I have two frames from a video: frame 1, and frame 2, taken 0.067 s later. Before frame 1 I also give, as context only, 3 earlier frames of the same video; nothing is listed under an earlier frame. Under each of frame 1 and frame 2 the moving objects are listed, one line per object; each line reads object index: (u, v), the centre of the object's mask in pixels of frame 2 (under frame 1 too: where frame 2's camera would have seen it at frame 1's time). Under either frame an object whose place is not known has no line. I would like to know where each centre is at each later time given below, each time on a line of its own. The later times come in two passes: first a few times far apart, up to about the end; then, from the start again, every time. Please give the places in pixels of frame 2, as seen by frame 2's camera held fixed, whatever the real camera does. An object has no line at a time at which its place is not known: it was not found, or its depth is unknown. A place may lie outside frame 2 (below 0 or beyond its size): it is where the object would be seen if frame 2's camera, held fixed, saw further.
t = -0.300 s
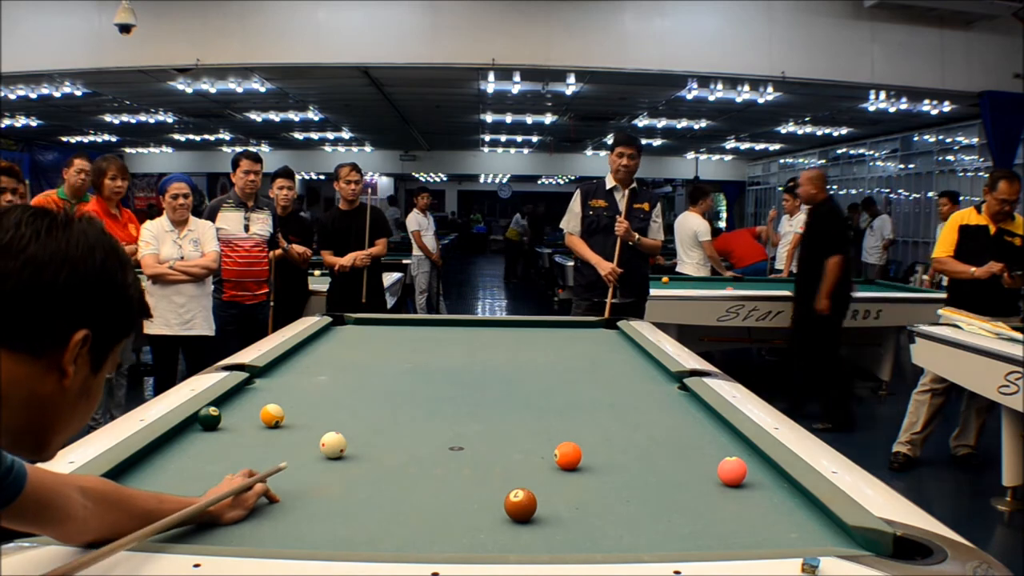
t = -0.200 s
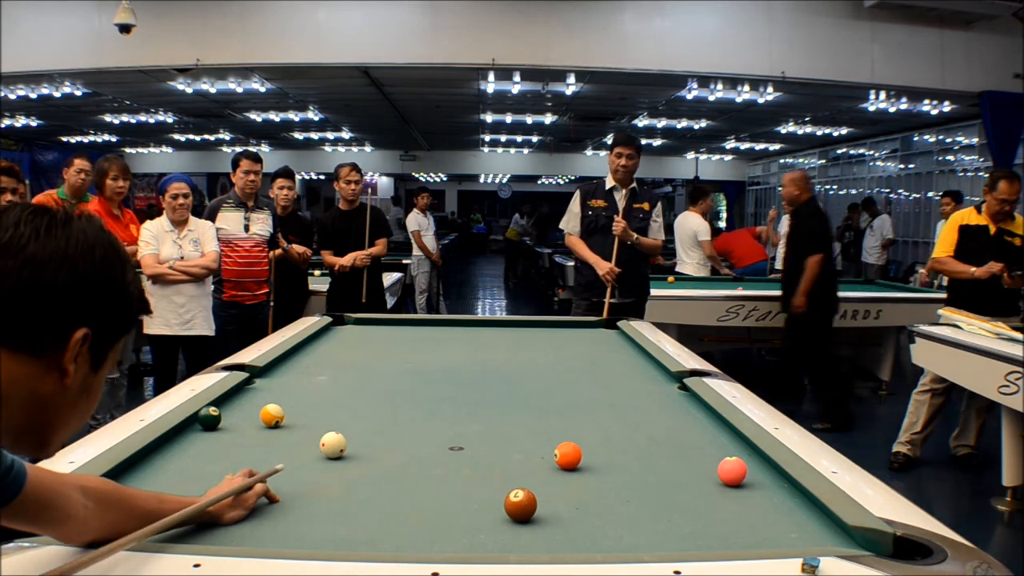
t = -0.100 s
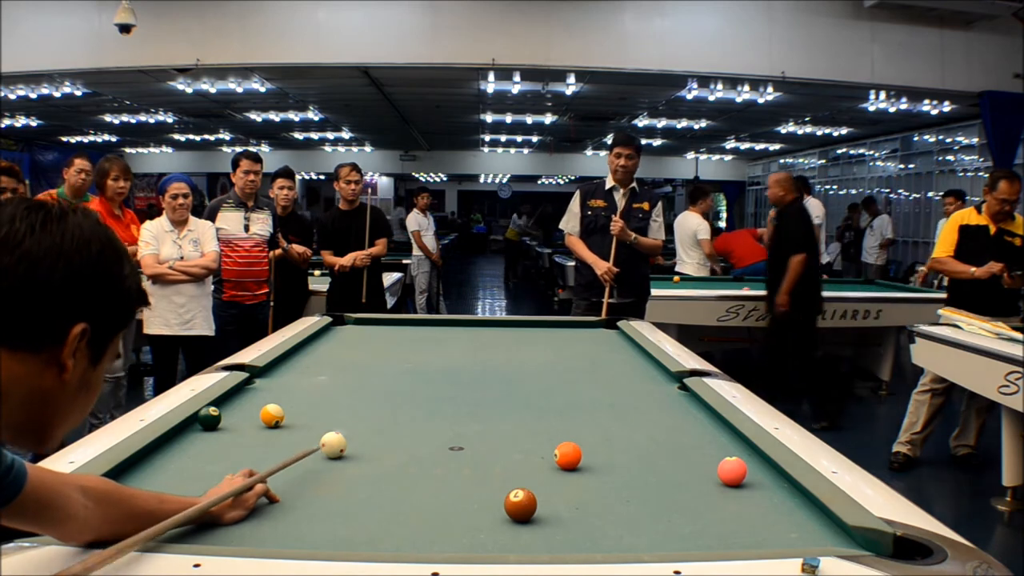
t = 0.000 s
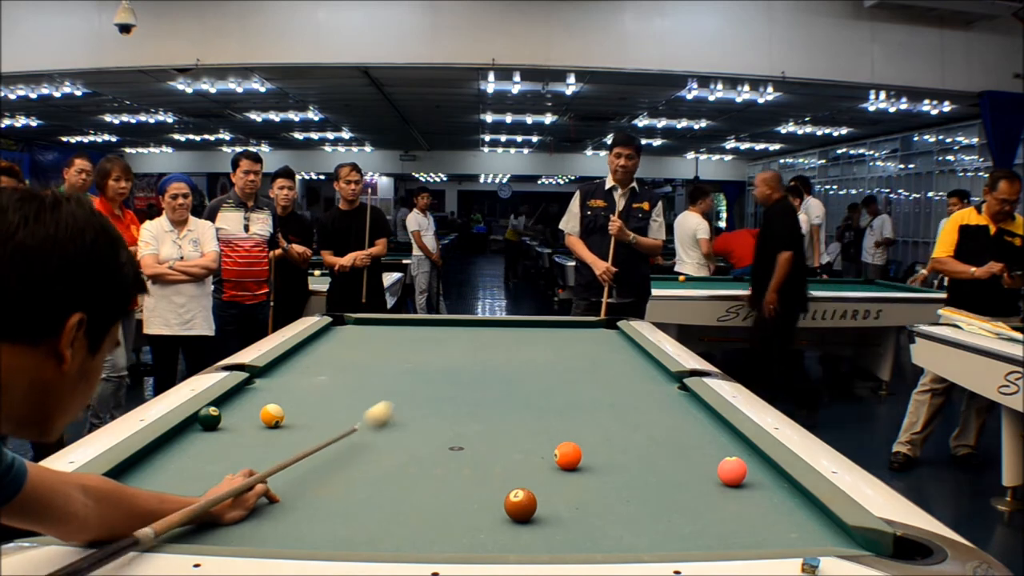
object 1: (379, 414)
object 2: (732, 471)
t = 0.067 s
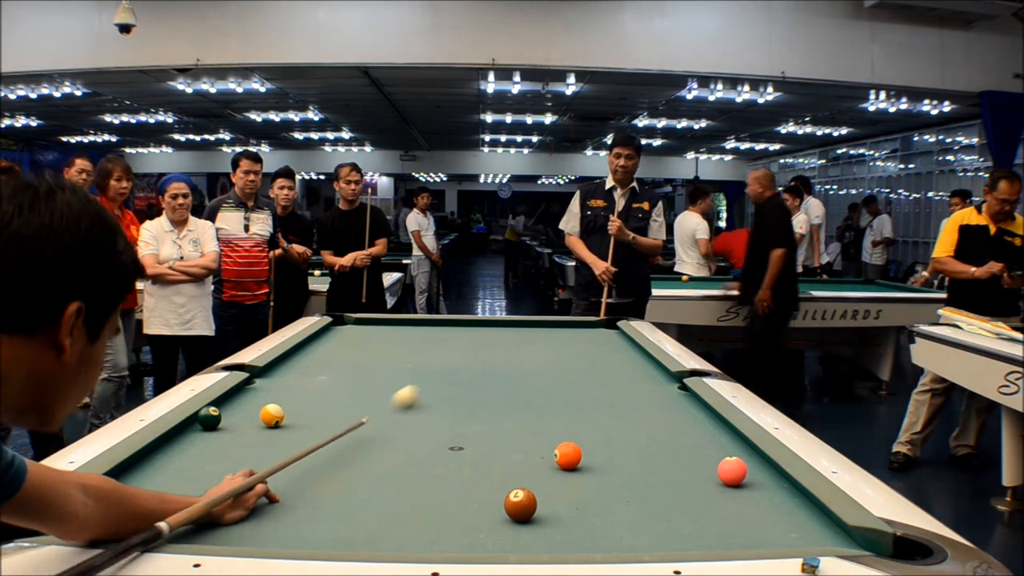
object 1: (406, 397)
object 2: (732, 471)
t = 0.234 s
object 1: (455, 365)
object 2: (732, 471)
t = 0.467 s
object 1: (501, 336)
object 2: (732, 471)
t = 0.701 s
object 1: (531, 326)
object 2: (732, 471)
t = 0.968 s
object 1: (559, 340)
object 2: (732, 471)
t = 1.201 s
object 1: (590, 356)
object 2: (732, 471)
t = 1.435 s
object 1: (628, 374)
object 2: (732, 471)
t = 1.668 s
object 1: (675, 398)
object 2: (732, 471)
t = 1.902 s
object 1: (712, 426)
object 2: (732, 471)
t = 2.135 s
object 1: (727, 454)
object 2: (732, 472)
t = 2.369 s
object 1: (738, 469)
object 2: (742, 501)
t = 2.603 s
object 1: (747, 478)
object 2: (755, 534)
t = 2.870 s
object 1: (756, 487)
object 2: (740, 531)
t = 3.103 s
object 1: (764, 494)
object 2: (719, 513)
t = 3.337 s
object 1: (769, 500)
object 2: (701, 498)
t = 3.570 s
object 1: (774, 505)
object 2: (687, 486)
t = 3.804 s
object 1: (778, 508)
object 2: (674, 475)
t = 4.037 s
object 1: (781, 511)
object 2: (663, 466)
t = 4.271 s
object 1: (783, 512)
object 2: (654, 459)
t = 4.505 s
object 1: (784, 513)
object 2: (647, 453)
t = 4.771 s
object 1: (784, 513)
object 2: (641, 447)
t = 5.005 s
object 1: (784, 513)
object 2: (636, 443)
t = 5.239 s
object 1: (784, 513)
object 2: (632, 441)
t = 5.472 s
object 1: (784, 513)
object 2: (630, 439)
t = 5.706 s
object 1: (784, 513)
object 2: (629, 437)
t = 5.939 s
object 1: (784, 513)
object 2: (629, 437)
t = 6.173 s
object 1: (784, 513)
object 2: (629, 437)
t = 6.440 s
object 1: (784, 513)
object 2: (629, 437)
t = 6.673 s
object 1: (785, 513)
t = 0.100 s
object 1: (417, 389)
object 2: (732, 471)
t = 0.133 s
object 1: (428, 383)
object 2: (732, 471)
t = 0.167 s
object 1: (438, 377)
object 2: (732, 471)
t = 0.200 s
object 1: (447, 371)
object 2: (732, 471)
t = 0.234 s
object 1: (455, 365)
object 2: (732, 471)
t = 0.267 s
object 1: (463, 360)
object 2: (732, 471)
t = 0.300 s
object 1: (471, 356)
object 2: (732, 471)
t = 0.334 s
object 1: (477, 351)
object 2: (732, 471)
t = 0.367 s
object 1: (484, 347)
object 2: (732, 471)
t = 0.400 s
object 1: (490, 343)
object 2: (732, 471)
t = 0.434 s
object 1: (496, 340)
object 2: (732, 471)
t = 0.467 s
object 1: (501, 336)
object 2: (732, 471)
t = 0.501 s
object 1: (506, 333)
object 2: (732, 471)
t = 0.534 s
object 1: (511, 330)
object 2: (732, 471)
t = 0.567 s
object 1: (516, 327)
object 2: (732, 471)
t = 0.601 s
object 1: (520, 324)
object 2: (732, 471)
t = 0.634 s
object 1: (524, 323)
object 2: (732, 471)
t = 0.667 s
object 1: (527, 324)
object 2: (732, 471)
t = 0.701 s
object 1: (531, 326)
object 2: (732, 471)
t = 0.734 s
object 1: (534, 328)
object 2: (732, 471)
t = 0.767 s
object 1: (537, 329)
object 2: (732, 471)
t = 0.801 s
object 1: (540, 331)
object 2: (732, 471)
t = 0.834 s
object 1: (544, 333)
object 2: (732, 471)
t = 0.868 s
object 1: (548, 335)
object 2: (732, 471)
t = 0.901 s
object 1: (551, 337)
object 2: (732, 471)
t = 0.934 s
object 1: (555, 339)
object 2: (732, 471)
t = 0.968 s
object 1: (559, 340)
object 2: (732, 471)
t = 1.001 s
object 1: (563, 343)
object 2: (732, 471)
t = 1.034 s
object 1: (567, 344)
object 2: (732, 471)
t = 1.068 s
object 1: (572, 347)
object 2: (732, 471)
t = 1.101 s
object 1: (576, 349)
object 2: (732, 471)
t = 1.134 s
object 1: (580, 351)
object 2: (732, 471)
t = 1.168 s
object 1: (585, 354)
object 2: (732, 471)
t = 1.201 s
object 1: (590, 356)
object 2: (732, 471)
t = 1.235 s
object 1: (595, 358)
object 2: (732, 471)
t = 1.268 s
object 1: (600, 361)
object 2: (732, 471)
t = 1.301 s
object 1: (605, 363)
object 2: (732, 471)
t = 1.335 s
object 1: (610, 366)
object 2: (732, 471)
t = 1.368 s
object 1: (616, 369)
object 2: (732, 471)
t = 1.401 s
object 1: (622, 372)
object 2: (732, 471)
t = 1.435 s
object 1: (628, 374)
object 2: (732, 471)
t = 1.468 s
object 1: (634, 378)
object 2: (732, 471)
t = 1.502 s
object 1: (640, 381)
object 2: (732, 471)
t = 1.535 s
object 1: (646, 384)
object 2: (732, 471)
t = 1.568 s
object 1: (653, 387)
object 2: (732, 471)
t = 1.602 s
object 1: (660, 391)
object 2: (732, 471)
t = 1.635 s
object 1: (668, 394)
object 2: (732, 471)
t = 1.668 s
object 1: (675, 398)
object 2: (732, 471)
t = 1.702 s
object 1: (684, 402)
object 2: (732, 471)
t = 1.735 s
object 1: (691, 406)
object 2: (732, 471)
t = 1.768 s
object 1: (700, 410)
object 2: (732, 471)
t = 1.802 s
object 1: (706, 414)
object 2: (732, 471)
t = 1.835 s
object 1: (708, 418)
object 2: (732, 471)
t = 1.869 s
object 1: (710, 422)
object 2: (732, 471)
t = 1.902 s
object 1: (712, 426)
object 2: (732, 471)
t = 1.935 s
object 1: (714, 430)
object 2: (732, 471)
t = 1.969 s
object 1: (716, 435)
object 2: (732, 471)
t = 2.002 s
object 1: (719, 439)
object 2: (732, 471)
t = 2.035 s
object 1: (721, 444)
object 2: (732, 471)
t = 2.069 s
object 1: (723, 447)
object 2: (732, 471)
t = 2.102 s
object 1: (725, 450)
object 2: (732, 471)
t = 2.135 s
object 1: (727, 454)
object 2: (732, 472)
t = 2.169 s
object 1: (729, 457)
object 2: (733, 475)
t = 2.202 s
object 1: (731, 459)
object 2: (735, 479)
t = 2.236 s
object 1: (732, 461)
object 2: (736, 483)
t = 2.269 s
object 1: (734, 463)
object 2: (738, 488)
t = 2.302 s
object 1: (735, 465)
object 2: (739, 492)
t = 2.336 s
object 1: (736, 467)
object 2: (741, 496)
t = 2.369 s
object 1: (738, 469)
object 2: (742, 501)
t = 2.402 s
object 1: (740, 471)
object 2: (744, 505)
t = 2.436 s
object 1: (741, 471)
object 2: (746, 510)
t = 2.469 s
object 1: (742, 473)
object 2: (747, 515)
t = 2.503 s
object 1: (743, 474)
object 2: (749, 520)
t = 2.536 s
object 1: (745, 475)
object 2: (751, 525)
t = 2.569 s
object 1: (746, 477)
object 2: (753, 531)
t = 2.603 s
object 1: (747, 478)
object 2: (755, 534)
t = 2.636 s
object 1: (748, 479)
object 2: (757, 537)
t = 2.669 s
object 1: (750, 480)
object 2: (759, 540)
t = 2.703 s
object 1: (751, 481)
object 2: (757, 540)
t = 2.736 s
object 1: (752, 482)
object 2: (753, 538)
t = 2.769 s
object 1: (753, 483)
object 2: (750, 536)
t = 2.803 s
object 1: (754, 484)
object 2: (746, 535)
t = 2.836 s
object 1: (755, 486)
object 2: (743, 533)
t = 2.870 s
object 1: (756, 487)
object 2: (740, 531)
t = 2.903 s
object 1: (758, 488)
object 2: (737, 529)
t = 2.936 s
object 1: (759, 489)
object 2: (734, 526)
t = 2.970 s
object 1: (759, 490)
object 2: (731, 523)
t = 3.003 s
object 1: (761, 491)
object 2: (728, 521)
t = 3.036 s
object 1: (762, 492)
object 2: (725, 518)
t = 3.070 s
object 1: (763, 493)
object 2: (722, 516)
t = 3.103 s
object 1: (764, 494)
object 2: (719, 513)
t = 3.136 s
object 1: (765, 495)
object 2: (717, 511)
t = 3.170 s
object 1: (765, 495)
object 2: (714, 509)
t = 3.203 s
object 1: (766, 497)
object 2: (711, 507)
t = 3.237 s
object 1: (767, 497)
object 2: (709, 504)
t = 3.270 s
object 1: (768, 498)
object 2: (706, 502)
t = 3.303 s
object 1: (769, 499)
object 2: (704, 500)
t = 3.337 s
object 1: (769, 500)
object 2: (701, 498)
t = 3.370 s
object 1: (770, 501)
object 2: (699, 496)
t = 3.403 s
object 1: (771, 501)
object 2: (697, 495)
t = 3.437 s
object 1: (772, 502)
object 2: (695, 493)
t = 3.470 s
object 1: (772, 503)
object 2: (693, 491)
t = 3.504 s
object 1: (773, 503)
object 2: (691, 489)
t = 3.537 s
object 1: (774, 504)
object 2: (689, 487)
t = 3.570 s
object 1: (774, 505)
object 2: (687, 486)
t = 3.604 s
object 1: (775, 505)
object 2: (685, 484)
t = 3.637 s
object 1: (775, 506)
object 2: (683, 483)
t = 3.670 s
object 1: (776, 506)
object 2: (681, 481)
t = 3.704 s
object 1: (776, 507)
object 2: (679, 480)
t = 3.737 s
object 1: (777, 507)
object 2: (677, 478)
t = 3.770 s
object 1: (777, 508)
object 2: (676, 477)
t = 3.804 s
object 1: (778, 508)
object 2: (674, 475)
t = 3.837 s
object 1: (779, 509)
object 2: (672, 474)
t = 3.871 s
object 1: (779, 510)
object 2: (671, 473)
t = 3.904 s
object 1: (780, 510)
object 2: (669, 471)
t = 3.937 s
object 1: (780, 510)
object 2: (667, 470)
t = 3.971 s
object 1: (781, 511)
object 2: (666, 469)
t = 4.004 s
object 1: (781, 511)
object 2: (664, 468)
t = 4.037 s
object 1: (781, 511)
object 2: (663, 466)
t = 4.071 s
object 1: (782, 512)
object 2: (662, 465)
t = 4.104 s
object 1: (782, 512)
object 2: (660, 464)
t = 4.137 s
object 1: (782, 512)
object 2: (659, 463)
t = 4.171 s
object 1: (783, 512)
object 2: (658, 462)
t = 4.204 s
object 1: (783, 512)
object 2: (656, 461)
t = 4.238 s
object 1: (783, 512)
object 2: (655, 460)
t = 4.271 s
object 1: (783, 512)
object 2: (654, 459)
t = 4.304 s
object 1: (784, 513)
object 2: (653, 458)
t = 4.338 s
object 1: (784, 512)
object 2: (652, 457)
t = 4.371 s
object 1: (784, 513)
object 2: (651, 456)
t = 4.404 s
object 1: (784, 513)
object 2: (650, 455)
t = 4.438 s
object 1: (784, 513)
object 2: (649, 454)
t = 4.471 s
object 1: (784, 513)
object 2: (648, 453)
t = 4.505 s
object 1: (784, 513)
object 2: (647, 453)
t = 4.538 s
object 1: (784, 513)
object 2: (646, 452)
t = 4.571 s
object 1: (784, 513)
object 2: (645, 451)
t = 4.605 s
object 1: (784, 513)
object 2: (644, 450)
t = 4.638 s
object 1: (784, 513)
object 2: (644, 450)
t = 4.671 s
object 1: (784, 513)
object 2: (643, 449)
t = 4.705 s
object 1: (784, 513)
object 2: (642, 448)
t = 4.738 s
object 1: (784, 513)
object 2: (642, 448)
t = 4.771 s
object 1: (784, 513)
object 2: (641, 447)
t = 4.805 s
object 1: (784, 513)
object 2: (640, 447)
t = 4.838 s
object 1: (784, 513)
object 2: (639, 446)
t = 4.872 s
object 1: (784, 513)
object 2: (638, 445)
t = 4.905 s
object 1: (784, 513)
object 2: (638, 445)
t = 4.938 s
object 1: (784, 513)
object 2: (637, 444)
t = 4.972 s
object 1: (784, 513)
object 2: (636, 444)
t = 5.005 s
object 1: (784, 513)
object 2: (636, 443)
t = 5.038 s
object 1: (784, 513)
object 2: (635, 443)
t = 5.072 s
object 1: (784, 513)
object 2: (634, 442)
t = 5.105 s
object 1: (784, 513)
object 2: (634, 442)
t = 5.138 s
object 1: (784, 513)
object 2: (633, 442)
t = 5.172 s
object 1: (784, 513)
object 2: (633, 441)
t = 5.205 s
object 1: (784, 513)
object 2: (632, 441)
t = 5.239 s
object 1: (784, 513)
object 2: (632, 441)
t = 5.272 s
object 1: (784, 513)
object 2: (632, 440)
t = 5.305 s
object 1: (784, 513)
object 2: (631, 440)
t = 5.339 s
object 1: (784, 513)
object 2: (631, 440)
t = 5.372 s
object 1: (784, 513)
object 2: (631, 440)
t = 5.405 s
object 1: (784, 513)
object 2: (630, 439)
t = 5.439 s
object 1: (784, 513)
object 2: (630, 439)
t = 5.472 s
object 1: (784, 513)
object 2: (630, 439)
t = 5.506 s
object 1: (784, 513)
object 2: (630, 438)
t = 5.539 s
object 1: (784, 513)
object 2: (629, 438)
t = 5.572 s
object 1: (784, 513)
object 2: (629, 438)
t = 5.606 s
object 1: (784, 513)
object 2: (629, 438)
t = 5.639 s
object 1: (784, 513)
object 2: (629, 438)
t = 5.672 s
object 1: (784, 513)
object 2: (629, 437)
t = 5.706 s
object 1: (784, 513)
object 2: (629, 437)
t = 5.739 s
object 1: (784, 513)
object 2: (629, 437)
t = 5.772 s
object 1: (784, 513)
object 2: (629, 437)
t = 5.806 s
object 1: (784, 513)
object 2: (629, 437)
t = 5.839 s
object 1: (784, 513)
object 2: (629, 437)
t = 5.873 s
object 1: (784, 513)
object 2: (629, 437)
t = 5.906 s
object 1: (784, 513)
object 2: (629, 437)
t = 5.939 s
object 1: (784, 513)
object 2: (629, 437)
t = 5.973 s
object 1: (784, 513)
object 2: (629, 437)
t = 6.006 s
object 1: (784, 513)
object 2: (629, 437)
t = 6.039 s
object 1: (784, 513)
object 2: (630, 437)
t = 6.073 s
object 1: (784, 513)
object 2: (630, 437)
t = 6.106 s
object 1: (784, 513)
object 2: (629, 437)
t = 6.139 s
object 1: (784, 513)
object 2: (629, 437)
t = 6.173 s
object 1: (784, 513)
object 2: (629, 437)
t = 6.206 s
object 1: (784, 513)
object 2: (629, 437)
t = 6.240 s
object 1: (784, 513)
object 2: (630, 437)
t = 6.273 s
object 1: (784, 513)
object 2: (630, 437)
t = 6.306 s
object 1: (784, 513)
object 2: (630, 437)
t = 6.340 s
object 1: (784, 513)
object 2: (630, 437)
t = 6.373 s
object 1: (784, 513)
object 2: (629, 437)
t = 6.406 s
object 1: (784, 513)
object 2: (629, 437)
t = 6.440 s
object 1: (784, 513)
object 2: (629, 437)
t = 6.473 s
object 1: (784, 513)
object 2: (629, 437)
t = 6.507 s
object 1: (784, 513)
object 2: (628, 437)
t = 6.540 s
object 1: (784, 513)
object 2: (628, 437)
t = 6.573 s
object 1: (784, 513)
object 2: (628, 437)
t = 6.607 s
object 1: (785, 513)
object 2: (628, 437)
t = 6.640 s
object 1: (785, 513)
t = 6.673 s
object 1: (785, 513)
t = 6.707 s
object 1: (785, 513)
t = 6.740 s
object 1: (785, 513)
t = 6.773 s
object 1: (785, 513)
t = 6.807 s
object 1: (785, 513)
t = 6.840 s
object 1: (785, 513)
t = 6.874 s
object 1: (786, 513)
